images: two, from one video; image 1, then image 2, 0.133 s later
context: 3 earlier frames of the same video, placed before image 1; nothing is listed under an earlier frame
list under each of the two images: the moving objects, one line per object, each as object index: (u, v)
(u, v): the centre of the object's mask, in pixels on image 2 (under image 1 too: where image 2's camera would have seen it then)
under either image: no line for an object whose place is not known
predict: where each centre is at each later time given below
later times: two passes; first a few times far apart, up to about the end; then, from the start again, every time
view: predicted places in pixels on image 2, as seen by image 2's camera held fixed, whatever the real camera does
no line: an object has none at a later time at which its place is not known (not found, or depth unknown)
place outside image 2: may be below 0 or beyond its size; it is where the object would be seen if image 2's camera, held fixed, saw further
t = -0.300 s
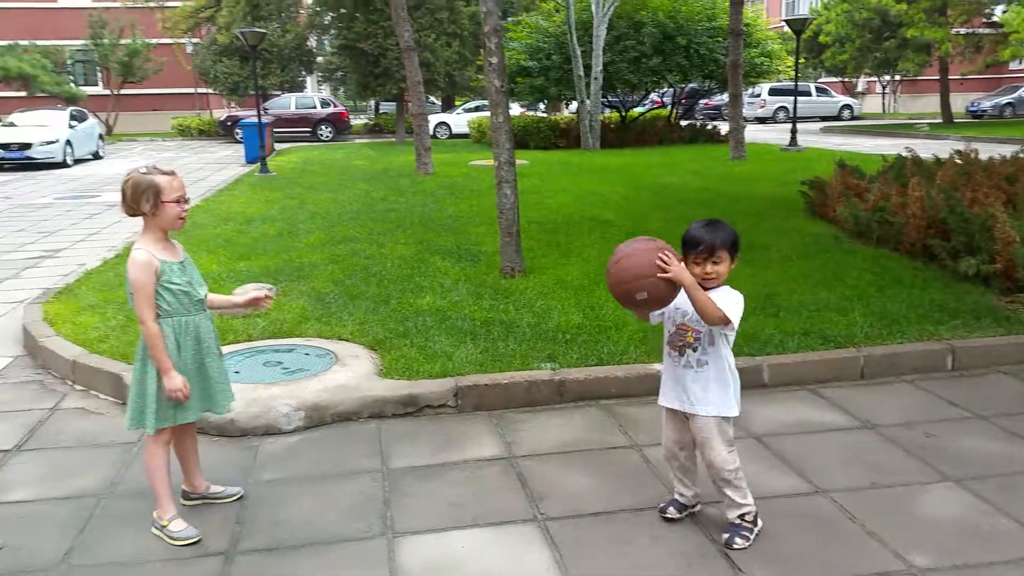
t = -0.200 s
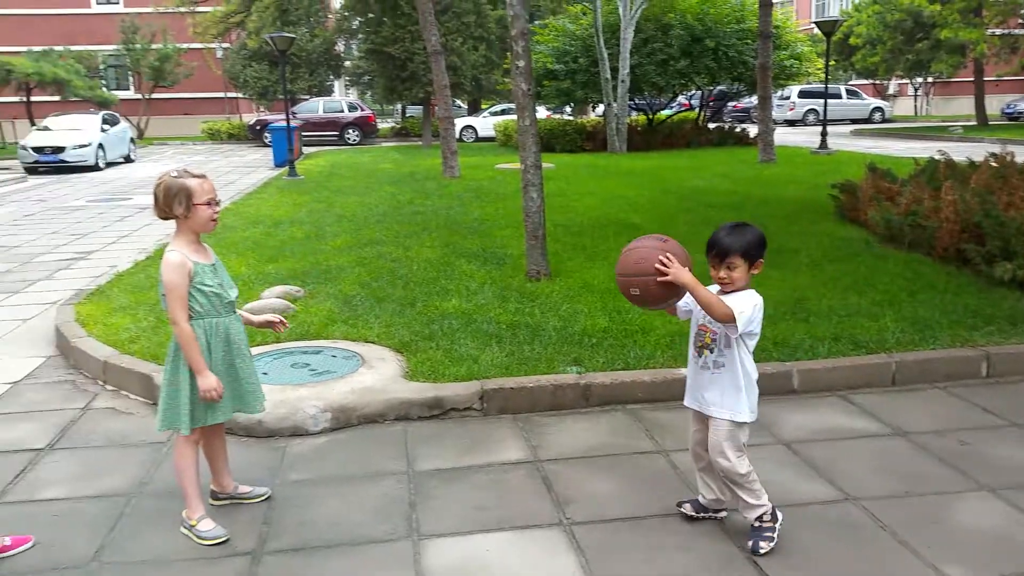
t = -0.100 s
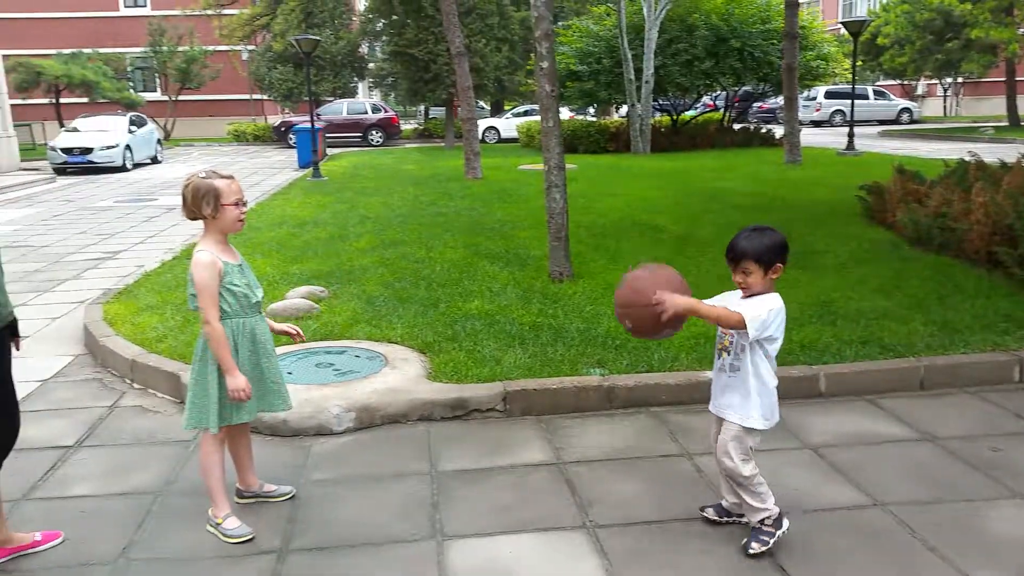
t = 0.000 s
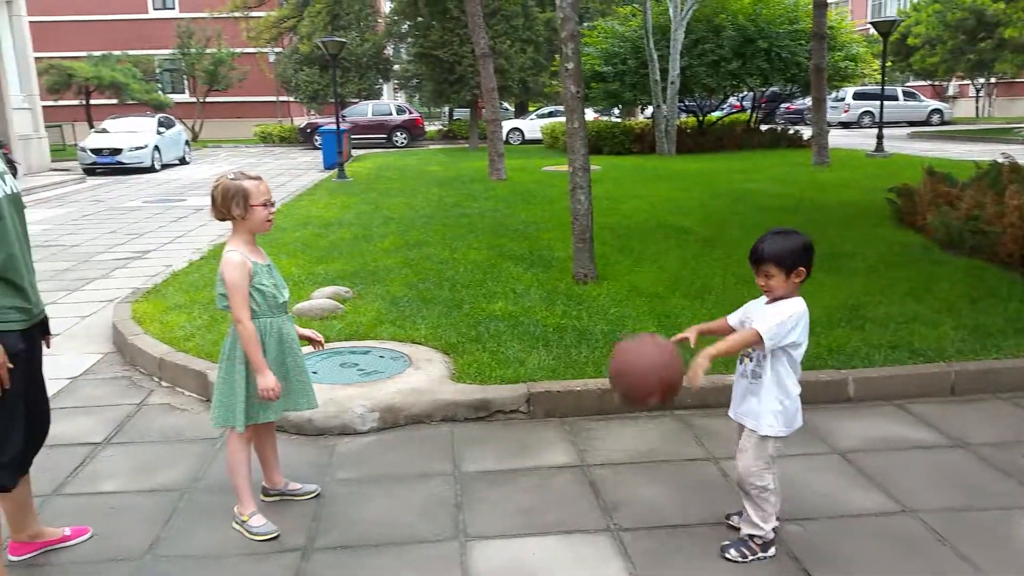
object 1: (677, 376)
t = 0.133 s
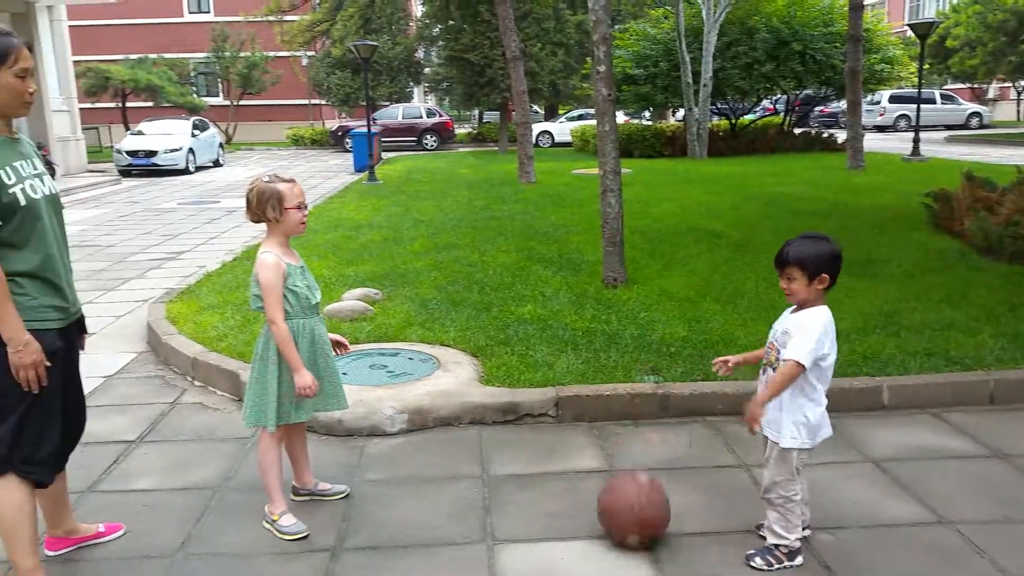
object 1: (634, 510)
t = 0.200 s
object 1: (624, 463)
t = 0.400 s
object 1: (593, 379)
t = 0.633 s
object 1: (558, 420)
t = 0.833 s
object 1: (525, 465)
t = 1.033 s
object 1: (485, 432)
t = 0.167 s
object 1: (629, 486)
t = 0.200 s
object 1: (624, 463)
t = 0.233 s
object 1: (618, 442)
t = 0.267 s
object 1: (613, 423)
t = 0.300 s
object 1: (609, 408)
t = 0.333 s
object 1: (604, 395)
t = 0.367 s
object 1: (599, 385)
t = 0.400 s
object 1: (593, 379)
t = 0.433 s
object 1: (589, 376)
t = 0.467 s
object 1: (585, 375)
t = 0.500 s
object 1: (579, 377)
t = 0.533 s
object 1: (573, 383)
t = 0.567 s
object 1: (568, 392)
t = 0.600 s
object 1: (563, 404)
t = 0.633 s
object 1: (558, 420)
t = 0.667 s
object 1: (552, 439)
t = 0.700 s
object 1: (548, 459)
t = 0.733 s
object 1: (543, 484)
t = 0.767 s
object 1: (539, 500)
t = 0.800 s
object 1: (532, 480)
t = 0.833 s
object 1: (525, 465)
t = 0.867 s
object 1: (518, 452)
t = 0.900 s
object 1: (511, 442)
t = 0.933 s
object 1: (505, 435)
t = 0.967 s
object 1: (497, 431)
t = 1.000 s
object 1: (491, 431)
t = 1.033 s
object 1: (485, 432)
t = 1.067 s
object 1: (478, 435)
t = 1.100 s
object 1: (472, 442)
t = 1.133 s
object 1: (466, 454)
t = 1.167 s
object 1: (460, 467)
